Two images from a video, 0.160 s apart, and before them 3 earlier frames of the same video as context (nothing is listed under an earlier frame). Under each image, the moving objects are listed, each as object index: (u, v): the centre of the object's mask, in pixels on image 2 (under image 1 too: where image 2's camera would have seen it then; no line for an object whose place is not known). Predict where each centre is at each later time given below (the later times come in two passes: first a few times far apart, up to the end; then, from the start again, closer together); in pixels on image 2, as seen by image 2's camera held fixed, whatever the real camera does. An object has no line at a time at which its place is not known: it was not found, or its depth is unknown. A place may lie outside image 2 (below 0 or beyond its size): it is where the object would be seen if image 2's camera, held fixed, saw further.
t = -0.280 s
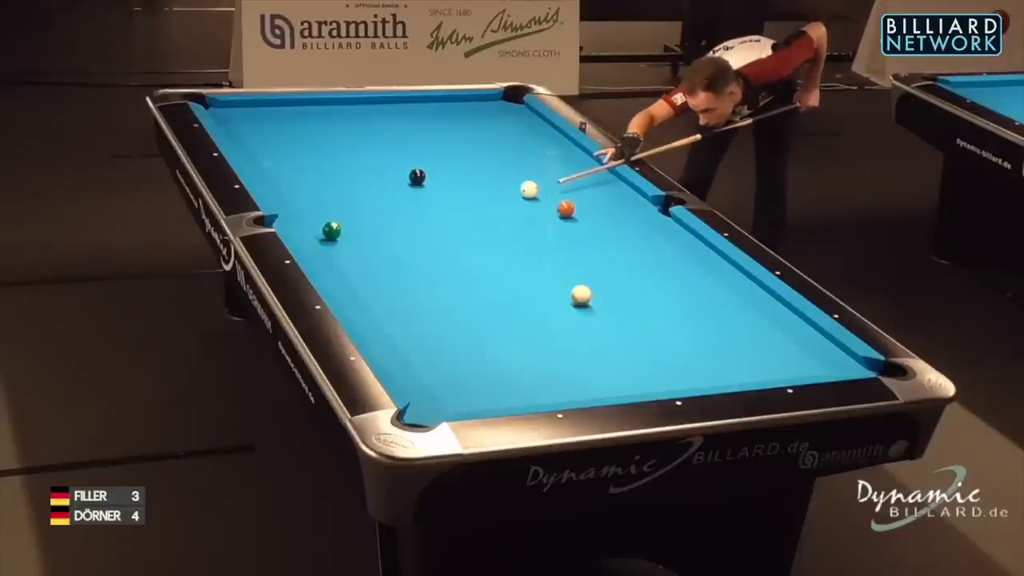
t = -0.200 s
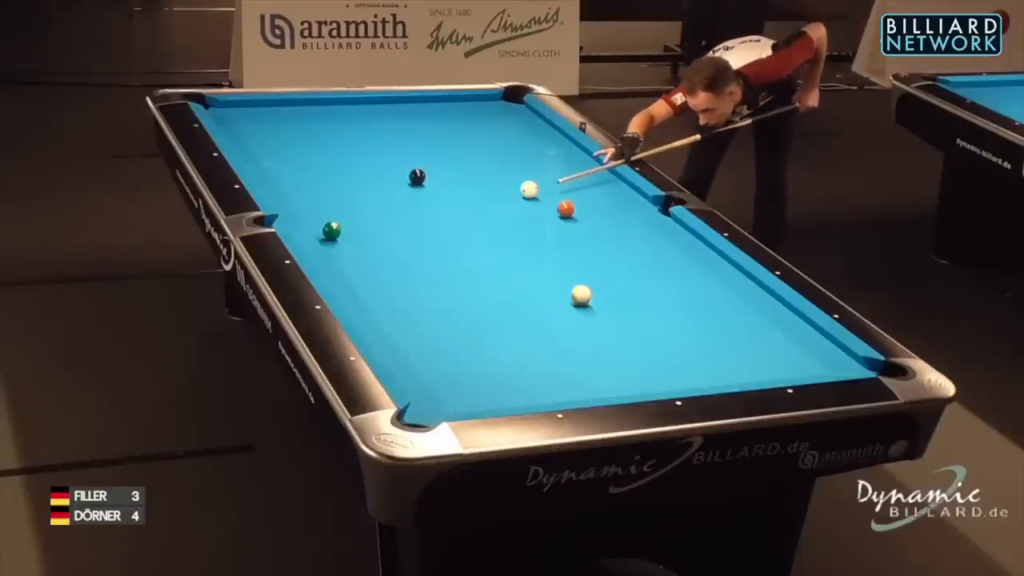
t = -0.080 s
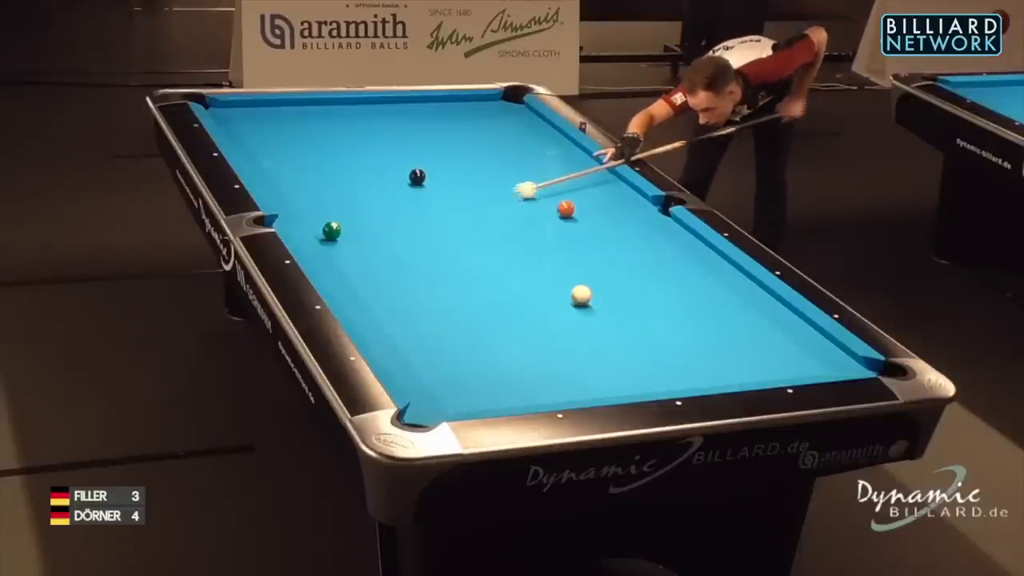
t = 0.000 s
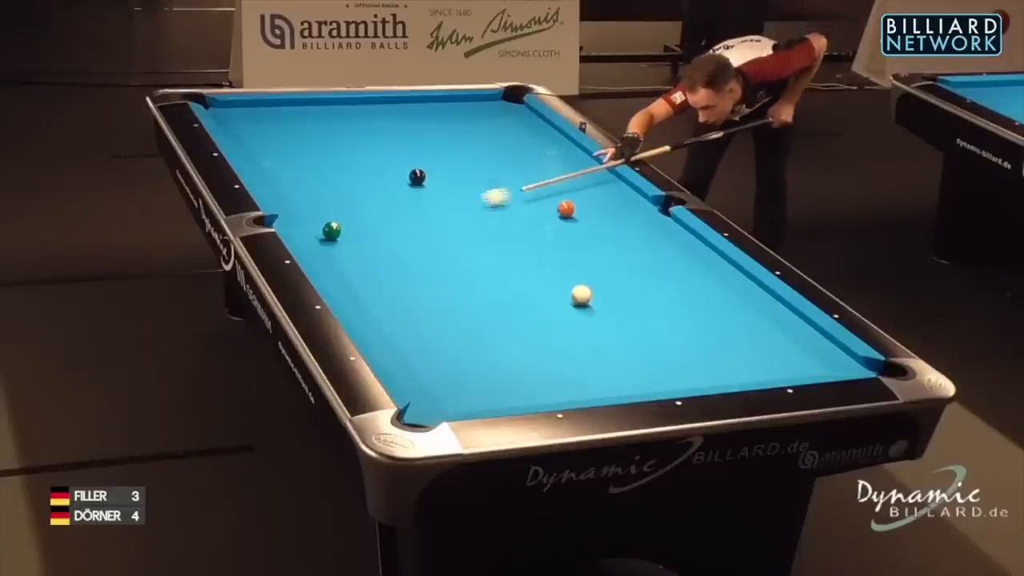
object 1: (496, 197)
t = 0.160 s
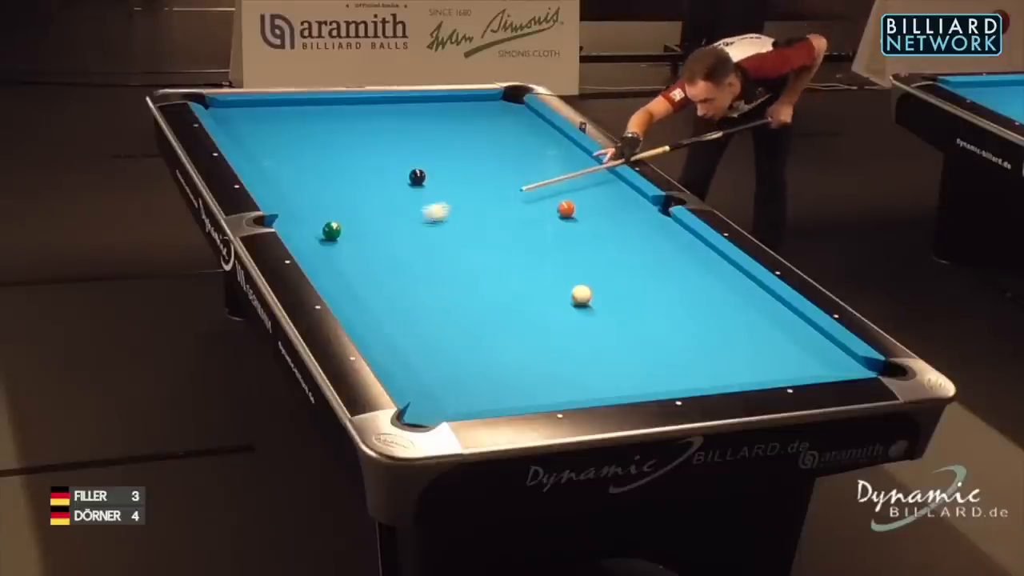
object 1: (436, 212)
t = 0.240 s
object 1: (405, 219)
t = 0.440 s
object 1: (341, 243)
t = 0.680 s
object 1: (350, 269)
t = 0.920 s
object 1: (413, 291)
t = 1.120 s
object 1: (466, 309)
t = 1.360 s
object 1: (530, 332)
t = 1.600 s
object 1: (597, 355)
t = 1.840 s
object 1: (664, 378)
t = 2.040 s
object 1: (697, 375)
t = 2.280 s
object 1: (716, 354)
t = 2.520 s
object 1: (733, 334)
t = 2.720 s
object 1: (747, 319)
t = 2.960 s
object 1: (762, 303)
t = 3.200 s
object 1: (752, 291)
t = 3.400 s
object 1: (726, 283)
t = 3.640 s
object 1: (697, 276)
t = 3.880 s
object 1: (669, 268)
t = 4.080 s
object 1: (647, 262)
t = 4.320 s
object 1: (623, 256)
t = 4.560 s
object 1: (601, 251)
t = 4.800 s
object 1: (580, 245)
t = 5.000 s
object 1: (563, 241)
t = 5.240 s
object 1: (545, 236)
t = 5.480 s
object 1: (528, 232)
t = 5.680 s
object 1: (515, 229)
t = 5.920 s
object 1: (501, 225)
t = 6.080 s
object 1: (492, 223)
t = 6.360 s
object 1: (480, 218)
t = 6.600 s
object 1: (467, 216)
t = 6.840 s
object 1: (459, 214)
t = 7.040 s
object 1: (451, 212)
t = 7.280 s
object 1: (445, 211)
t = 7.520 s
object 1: (439, 209)
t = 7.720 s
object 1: (436, 208)
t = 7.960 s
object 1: (433, 208)
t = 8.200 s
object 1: (431, 208)
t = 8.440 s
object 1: (430, 208)
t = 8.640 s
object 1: (430, 208)
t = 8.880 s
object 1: (430, 208)
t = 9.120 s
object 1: (430, 208)
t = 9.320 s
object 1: (430, 208)
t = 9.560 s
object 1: (430, 208)
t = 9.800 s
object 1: (430, 208)
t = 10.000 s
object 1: (430, 208)
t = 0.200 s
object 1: (421, 215)
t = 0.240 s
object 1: (405, 219)
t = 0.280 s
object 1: (389, 223)
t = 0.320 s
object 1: (373, 227)
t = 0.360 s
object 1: (358, 230)
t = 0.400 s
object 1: (347, 237)
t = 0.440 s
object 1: (341, 243)
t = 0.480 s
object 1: (334, 248)
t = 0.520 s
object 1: (326, 253)
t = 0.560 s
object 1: (321, 258)
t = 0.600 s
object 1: (329, 263)
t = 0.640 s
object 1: (340, 266)
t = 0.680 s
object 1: (350, 269)
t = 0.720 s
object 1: (360, 273)
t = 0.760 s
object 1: (371, 276)
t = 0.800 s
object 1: (381, 280)
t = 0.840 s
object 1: (391, 283)
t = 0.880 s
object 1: (402, 287)
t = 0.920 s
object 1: (413, 291)
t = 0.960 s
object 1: (423, 294)
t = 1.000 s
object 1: (434, 298)
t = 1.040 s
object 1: (444, 302)
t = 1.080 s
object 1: (455, 305)
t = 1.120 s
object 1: (466, 309)
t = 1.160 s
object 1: (476, 313)
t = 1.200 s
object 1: (487, 317)
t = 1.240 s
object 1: (498, 320)
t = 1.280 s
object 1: (509, 324)
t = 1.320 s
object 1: (520, 328)
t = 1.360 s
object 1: (530, 332)
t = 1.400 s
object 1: (541, 335)
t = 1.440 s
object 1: (552, 339)
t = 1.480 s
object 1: (564, 344)
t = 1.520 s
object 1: (574, 347)
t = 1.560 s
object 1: (585, 351)
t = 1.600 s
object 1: (597, 355)
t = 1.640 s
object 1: (608, 358)
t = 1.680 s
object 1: (619, 363)
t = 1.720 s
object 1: (630, 366)
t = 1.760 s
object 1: (641, 370)
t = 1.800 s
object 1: (653, 375)
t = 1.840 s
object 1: (664, 378)
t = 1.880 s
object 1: (676, 380)
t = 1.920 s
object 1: (686, 382)
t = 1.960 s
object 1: (690, 379)
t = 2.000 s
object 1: (694, 377)
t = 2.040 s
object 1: (697, 375)
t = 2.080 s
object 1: (701, 372)
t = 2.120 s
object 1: (704, 368)
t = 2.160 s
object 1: (707, 365)
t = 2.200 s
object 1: (710, 360)
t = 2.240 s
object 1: (713, 357)
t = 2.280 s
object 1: (716, 354)
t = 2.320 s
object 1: (719, 351)
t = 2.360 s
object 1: (722, 347)
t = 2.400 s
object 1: (725, 344)
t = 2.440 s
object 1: (728, 340)
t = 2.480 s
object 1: (731, 337)
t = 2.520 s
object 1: (733, 334)
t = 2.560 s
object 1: (737, 331)
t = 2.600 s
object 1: (739, 328)
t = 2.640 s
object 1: (742, 325)
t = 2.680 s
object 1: (744, 321)
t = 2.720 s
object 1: (747, 319)
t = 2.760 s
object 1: (749, 316)
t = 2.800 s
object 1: (752, 313)
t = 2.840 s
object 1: (754, 310)
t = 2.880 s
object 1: (757, 307)
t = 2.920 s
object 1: (759, 305)
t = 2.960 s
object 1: (762, 303)
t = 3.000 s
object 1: (764, 300)
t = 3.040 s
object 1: (767, 297)
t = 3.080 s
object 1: (769, 295)
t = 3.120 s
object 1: (764, 293)
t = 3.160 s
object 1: (757, 292)
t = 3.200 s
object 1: (752, 291)
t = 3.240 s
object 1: (747, 289)
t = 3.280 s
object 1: (742, 287)
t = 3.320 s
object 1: (736, 286)
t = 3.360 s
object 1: (731, 284)
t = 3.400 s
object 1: (726, 283)
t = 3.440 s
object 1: (721, 282)
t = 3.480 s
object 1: (716, 281)
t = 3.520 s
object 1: (711, 279)
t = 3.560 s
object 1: (706, 278)
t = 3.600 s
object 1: (701, 277)
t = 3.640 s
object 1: (697, 276)
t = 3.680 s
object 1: (692, 274)
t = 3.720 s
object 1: (687, 273)
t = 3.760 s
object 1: (682, 272)
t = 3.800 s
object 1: (677, 270)
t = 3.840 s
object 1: (673, 269)
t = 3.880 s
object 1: (669, 268)
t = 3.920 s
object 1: (664, 267)
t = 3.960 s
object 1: (659, 266)
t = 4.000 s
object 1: (655, 265)
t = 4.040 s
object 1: (651, 264)
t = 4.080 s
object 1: (647, 262)
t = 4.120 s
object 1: (643, 261)
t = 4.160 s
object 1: (639, 260)
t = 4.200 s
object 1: (635, 259)
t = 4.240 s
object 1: (630, 258)
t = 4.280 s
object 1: (627, 257)
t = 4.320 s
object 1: (623, 256)
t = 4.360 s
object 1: (619, 255)
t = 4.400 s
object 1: (616, 254)
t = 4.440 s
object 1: (612, 253)
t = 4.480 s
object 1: (608, 252)
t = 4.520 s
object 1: (604, 251)
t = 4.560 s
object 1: (601, 251)
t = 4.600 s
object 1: (597, 250)
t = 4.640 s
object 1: (593, 249)
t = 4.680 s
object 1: (590, 248)
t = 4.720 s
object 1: (586, 247)
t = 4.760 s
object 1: (583, 246)
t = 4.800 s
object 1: (580, 245)
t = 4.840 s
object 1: (576, 244)
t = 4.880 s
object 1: (573, 244)
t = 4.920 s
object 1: (570, 243)
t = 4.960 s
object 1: (567, 242)
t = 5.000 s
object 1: (563, 241)
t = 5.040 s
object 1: (560, 240)
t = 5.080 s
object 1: (557, 239)
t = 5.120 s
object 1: (554, 239)
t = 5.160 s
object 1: (551, 238)
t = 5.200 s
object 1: (548, 237)
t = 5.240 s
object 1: (545, 236)
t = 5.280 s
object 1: (542, 235)
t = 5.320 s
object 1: (539, 235)
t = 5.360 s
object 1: (536, 234)
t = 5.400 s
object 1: (534, 233)
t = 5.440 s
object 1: (531, 233)
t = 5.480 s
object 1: (528, 232)
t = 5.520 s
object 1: (525, 231)
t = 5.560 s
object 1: (523, 231)
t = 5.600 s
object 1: (520, 230)
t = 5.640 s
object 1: (517, 229)
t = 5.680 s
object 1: (515, 229)
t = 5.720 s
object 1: (513, 228)
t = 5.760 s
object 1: (510, 227)
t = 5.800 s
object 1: (508, 227)
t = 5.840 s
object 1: (505, 226)
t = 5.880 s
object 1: (503, 225)
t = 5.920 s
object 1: (501, 225)
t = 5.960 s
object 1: (499, 224)
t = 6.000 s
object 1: (497, 224)
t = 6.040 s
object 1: (494, 223)
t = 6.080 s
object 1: (492, 223)
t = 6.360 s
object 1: (480, 218)
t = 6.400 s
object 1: (477, 217)
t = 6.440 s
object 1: (475, 218)
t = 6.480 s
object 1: (473, 217)
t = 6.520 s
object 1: (471, 217)
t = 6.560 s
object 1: (469, 216)
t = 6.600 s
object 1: (467, 216)
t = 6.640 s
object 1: (466, 216)
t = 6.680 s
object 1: (464, 215)
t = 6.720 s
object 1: (463, 215)
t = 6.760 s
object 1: (461, 214)
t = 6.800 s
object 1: (460, 214)
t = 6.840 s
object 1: (459, 214)
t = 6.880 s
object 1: (457, 213)
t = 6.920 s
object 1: (456, 213)
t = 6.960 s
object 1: (454, 213)
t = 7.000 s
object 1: (453, 213)
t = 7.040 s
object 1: (451, 212)
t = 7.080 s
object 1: (450, 212)
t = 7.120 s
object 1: (449, 212)
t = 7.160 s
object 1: (448, 211)
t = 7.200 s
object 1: (447, 211)
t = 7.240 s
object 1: (446, 211)
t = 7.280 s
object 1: (445, 211)
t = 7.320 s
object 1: (444, 211)
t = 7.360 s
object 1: (443, 210)
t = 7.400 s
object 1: (442, 210)
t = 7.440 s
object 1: (441, 210)
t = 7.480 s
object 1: (440, 210)
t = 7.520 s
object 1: (439, 209)
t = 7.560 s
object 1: (438, 209)
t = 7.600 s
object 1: (437, 209)
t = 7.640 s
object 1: (437, 209)
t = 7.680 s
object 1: (436, 209)
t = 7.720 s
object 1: (436, 208)
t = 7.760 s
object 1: (435, 208)
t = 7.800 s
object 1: (435, 208)
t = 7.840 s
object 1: (434, 208)
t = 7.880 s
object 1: (433, 208)
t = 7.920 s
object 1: (433, 208)
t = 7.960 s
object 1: (433, 208)
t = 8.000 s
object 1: (432, 208)
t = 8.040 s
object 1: (432, 208)
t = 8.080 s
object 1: (432, 208)
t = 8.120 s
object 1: (431, 208)
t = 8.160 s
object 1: (431, 208)
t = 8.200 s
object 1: (431, 208)
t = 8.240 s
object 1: (431, 207)
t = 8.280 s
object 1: (430, 208)
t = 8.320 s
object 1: (431, 208)
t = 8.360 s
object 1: (430, 208)
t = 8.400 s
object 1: (431, 208)
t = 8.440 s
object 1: (430, 208)
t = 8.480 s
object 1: (430, 208)
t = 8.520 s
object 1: (430, 208)
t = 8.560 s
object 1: (430, 208)
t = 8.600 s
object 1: (430, 208)
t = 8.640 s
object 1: (430, 208)
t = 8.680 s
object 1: (430, 208)
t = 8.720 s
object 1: (430, 208)
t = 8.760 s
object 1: (430, 208)
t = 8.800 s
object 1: (430, 208)
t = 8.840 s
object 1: (430, 208)
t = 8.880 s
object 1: (430, 208)
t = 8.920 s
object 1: (431, 207)
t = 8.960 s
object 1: (430, 208)
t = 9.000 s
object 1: (431, 208)
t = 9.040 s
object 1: (430, 208)
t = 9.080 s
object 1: (430, 208)
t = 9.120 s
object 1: (430, 208)
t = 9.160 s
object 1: (430, 208)
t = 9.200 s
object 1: (430, 208)
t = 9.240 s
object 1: (430, 208)
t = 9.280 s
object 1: (430, 208)
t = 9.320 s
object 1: (430, 208)
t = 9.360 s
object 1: (430, 208)
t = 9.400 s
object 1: (430, 208)
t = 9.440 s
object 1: (430, 208)
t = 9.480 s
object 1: (430, 208)
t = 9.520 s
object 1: (430, 208)
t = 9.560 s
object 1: (430, 208)
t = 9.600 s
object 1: (430, 208)
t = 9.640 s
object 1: (430, 208)
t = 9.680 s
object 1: (430, 208)
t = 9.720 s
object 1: (430, 208)
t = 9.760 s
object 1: (430, 208)
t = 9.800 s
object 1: (430, 208)
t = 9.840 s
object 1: (430, 208)
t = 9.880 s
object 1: (430, 208)
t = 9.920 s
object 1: (430, 208)
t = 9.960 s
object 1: (430, 208)
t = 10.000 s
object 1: (430, 208)
